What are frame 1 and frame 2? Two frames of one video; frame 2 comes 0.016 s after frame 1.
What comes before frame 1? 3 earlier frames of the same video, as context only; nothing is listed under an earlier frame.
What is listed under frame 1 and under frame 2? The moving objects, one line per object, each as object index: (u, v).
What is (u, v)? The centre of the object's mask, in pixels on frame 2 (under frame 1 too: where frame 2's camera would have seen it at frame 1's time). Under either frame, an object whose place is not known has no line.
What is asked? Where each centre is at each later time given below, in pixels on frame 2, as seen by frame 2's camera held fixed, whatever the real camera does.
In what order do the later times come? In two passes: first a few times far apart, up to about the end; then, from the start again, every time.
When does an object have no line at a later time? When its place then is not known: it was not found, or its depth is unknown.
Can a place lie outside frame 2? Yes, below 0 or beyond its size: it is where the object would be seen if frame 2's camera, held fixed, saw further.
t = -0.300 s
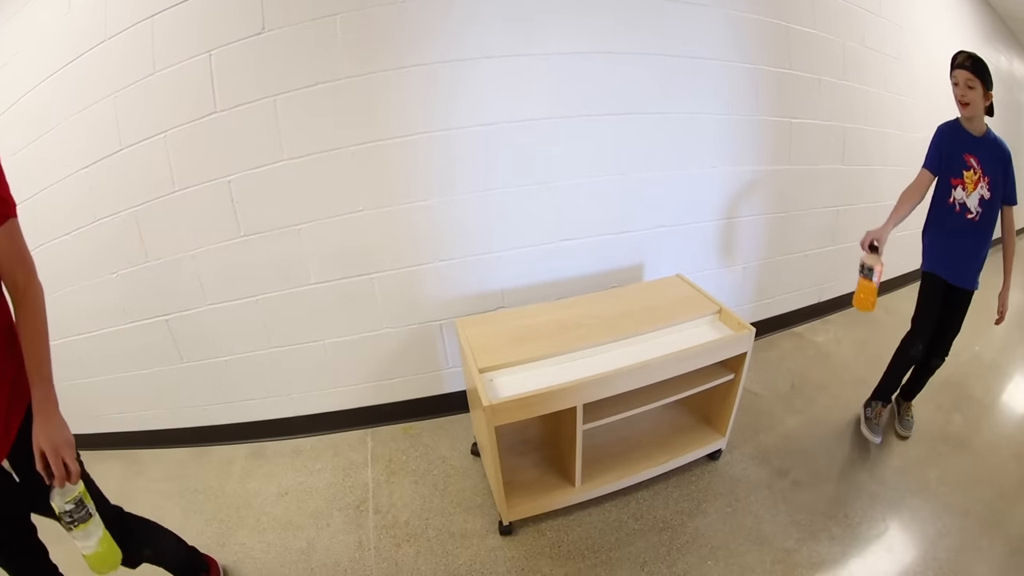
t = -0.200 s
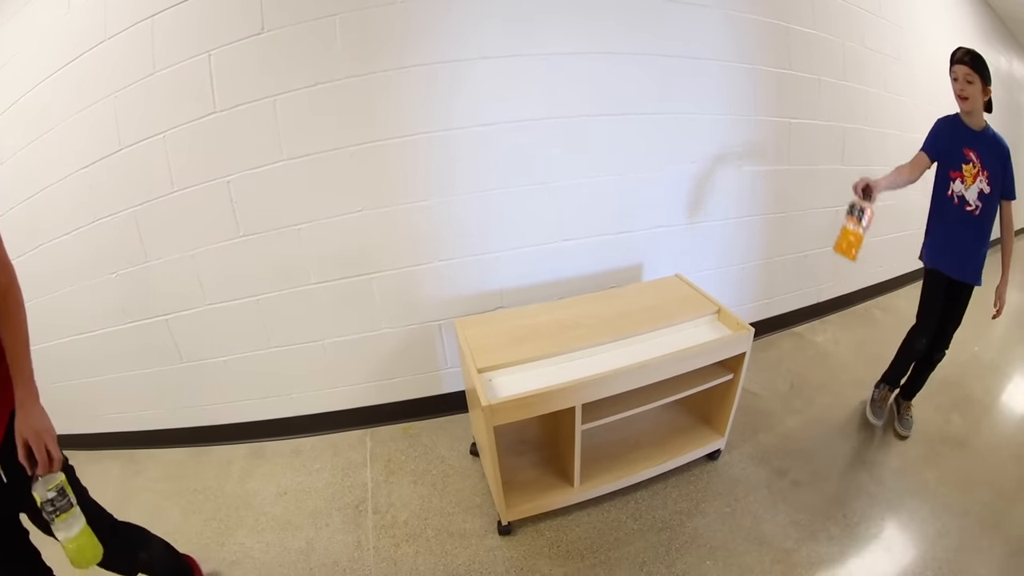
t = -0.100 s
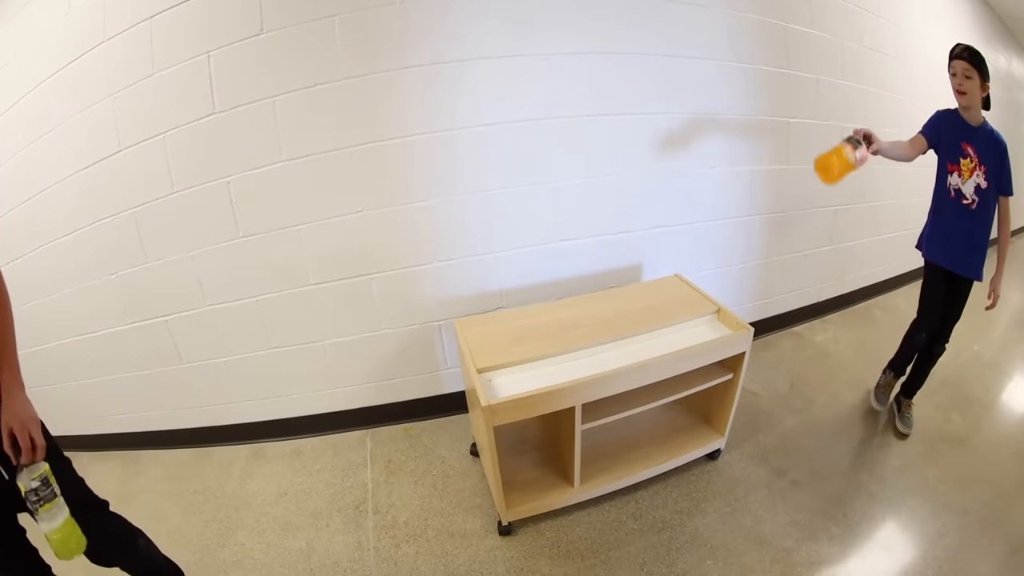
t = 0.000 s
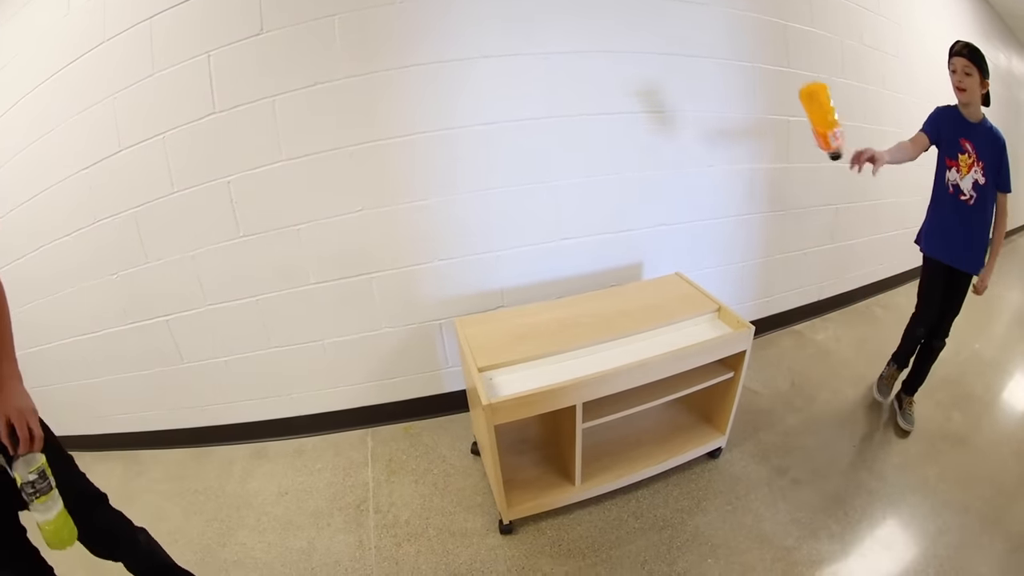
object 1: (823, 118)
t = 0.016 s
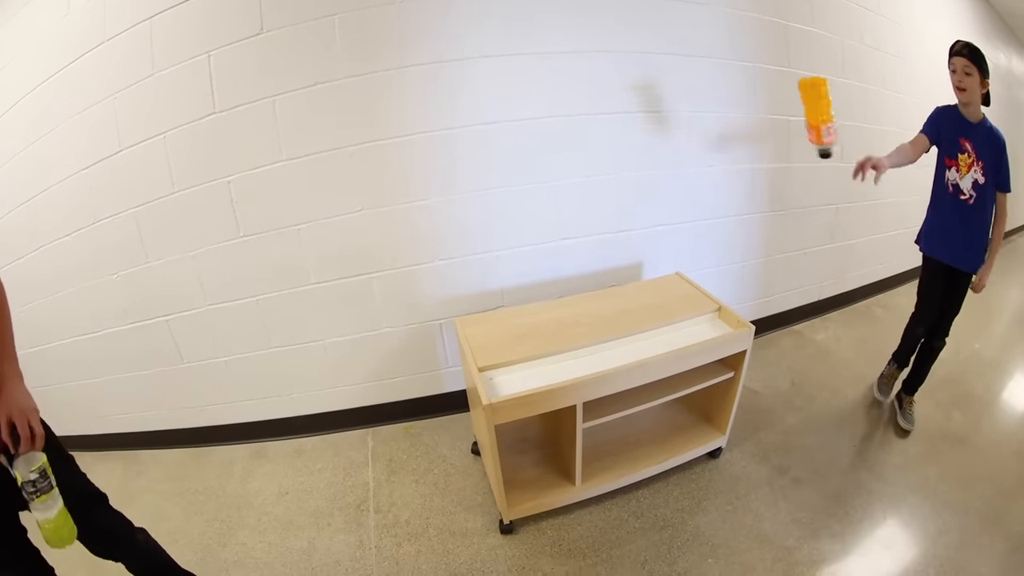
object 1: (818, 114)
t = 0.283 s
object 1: (749, 164)
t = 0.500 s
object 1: (666, 330)
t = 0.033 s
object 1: (814, 110)
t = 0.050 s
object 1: (809, 106)
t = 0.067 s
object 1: (804, 102)
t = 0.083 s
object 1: (799, 99)
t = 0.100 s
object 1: (795, 96)
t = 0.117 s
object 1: (790, 96)
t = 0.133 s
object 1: (786, 97)
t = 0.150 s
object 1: (783, 99)
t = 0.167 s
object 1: (779, 102)
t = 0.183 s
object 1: (775, 107)
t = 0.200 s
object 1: (770, 113)
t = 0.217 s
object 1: (766, 121)
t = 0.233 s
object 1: (762, 130)
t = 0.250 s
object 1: (758, 140)
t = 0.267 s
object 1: (754, 151)
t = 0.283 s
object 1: (749, 164)
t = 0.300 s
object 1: (744, 178)
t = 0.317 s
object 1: (740, 193)
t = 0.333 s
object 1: (734, 210)
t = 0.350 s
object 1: (729, 227)
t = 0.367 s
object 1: (723, 246)
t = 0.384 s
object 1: (717, 265)
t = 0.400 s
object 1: (710, 285)
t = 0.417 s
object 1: (704, 305)
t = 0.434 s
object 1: (694, 313)
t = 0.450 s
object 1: (686, 320)
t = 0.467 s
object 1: (679, 328)
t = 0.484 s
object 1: (672, 330)
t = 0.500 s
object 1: (666, 330)
